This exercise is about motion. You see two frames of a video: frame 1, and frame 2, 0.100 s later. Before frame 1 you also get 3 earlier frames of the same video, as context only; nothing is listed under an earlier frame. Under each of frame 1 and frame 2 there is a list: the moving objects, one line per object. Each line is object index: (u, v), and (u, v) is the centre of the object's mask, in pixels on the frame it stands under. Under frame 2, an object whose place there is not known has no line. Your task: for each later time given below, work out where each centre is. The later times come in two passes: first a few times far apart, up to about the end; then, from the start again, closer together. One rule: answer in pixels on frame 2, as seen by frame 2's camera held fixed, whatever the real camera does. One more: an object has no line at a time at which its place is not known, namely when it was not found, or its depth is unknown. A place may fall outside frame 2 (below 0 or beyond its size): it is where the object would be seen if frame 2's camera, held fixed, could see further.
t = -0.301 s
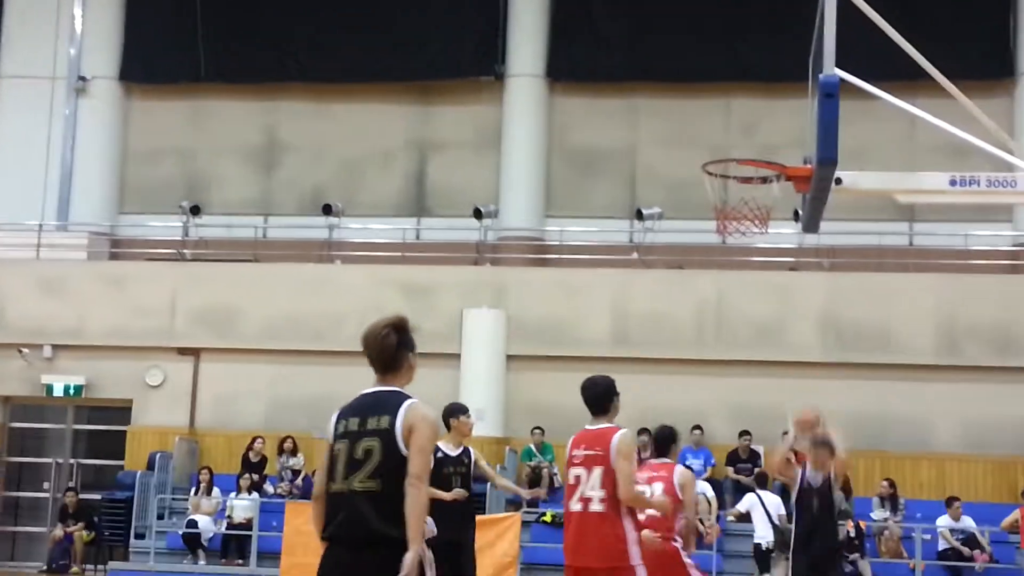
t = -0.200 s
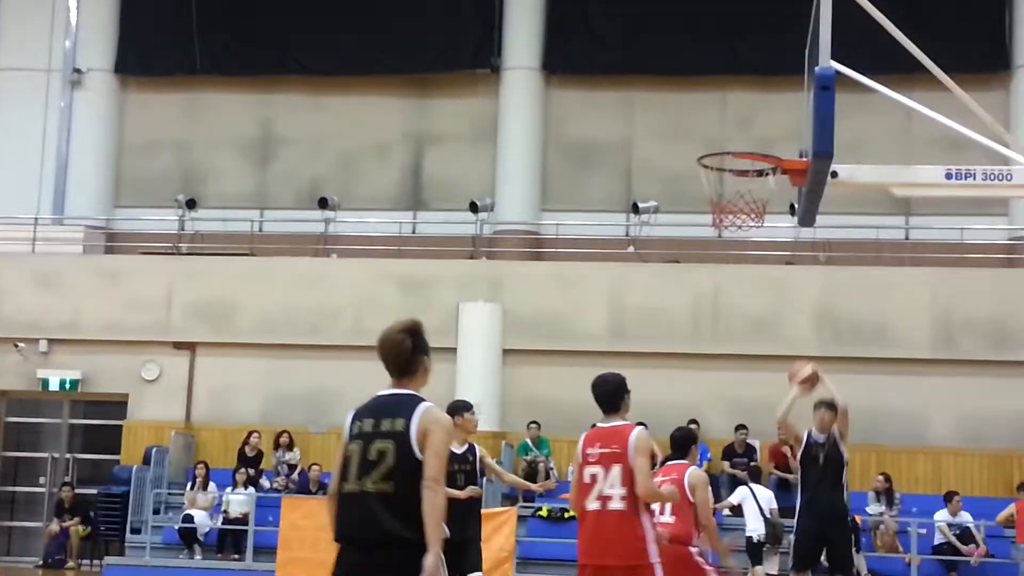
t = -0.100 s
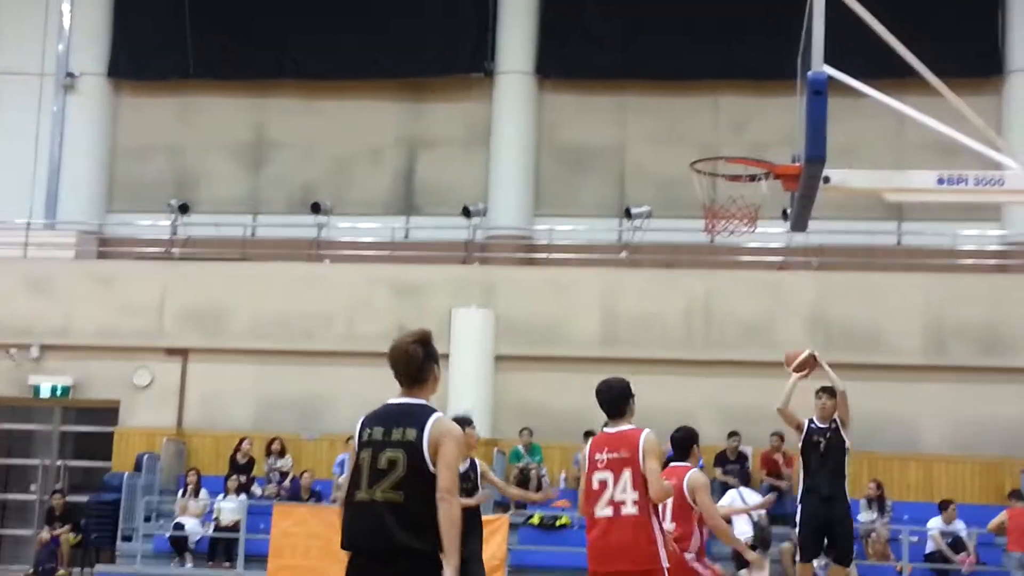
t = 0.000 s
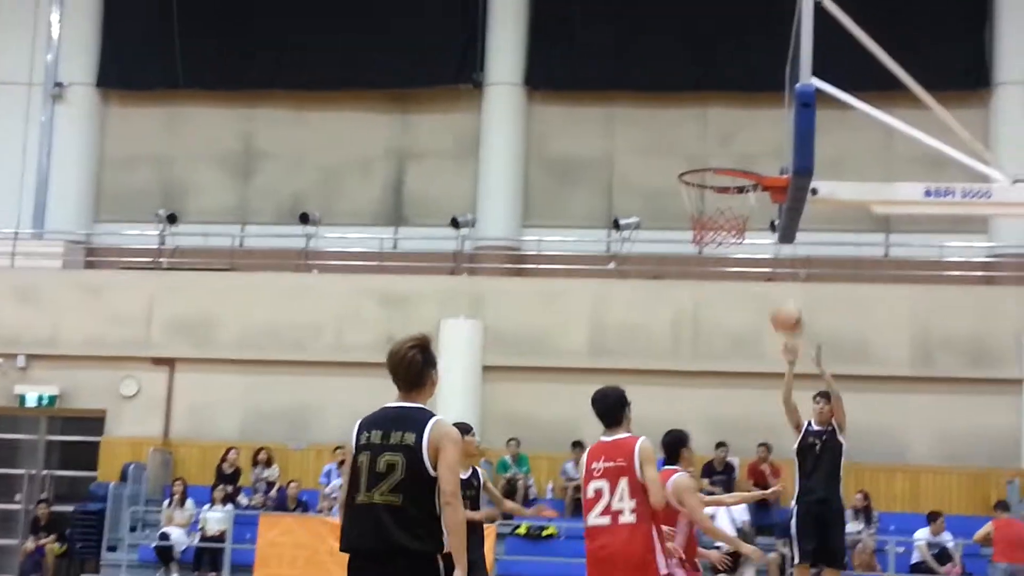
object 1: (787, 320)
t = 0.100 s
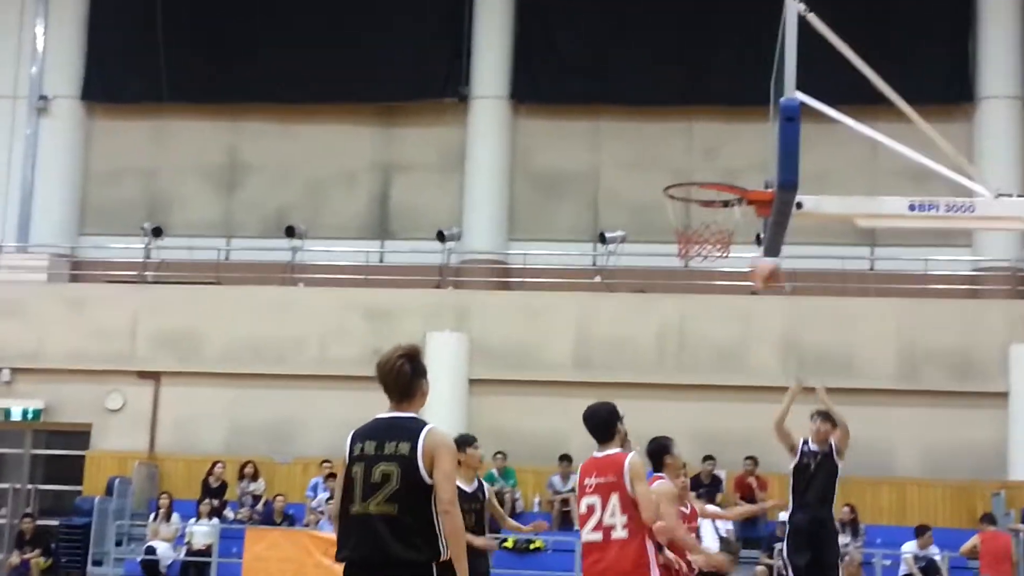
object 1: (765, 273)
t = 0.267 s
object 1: (749, 182)
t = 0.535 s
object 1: (725, 141)
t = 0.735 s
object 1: (701, 160)
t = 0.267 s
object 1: (749, 182)
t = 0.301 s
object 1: (751, 177)
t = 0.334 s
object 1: (748, 172)
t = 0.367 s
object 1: (744, 164)
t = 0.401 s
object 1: (740, 156)
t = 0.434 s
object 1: (736, 149)
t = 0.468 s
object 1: (732, 146)
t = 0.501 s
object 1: (728, 142)
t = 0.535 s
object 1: (725, 141)
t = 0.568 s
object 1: (722, 140)
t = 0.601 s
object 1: (719, 141)
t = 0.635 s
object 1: (714, 142)
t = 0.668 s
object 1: (710, 148)
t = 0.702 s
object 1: (704, 153)
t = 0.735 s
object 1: (701, 160)
